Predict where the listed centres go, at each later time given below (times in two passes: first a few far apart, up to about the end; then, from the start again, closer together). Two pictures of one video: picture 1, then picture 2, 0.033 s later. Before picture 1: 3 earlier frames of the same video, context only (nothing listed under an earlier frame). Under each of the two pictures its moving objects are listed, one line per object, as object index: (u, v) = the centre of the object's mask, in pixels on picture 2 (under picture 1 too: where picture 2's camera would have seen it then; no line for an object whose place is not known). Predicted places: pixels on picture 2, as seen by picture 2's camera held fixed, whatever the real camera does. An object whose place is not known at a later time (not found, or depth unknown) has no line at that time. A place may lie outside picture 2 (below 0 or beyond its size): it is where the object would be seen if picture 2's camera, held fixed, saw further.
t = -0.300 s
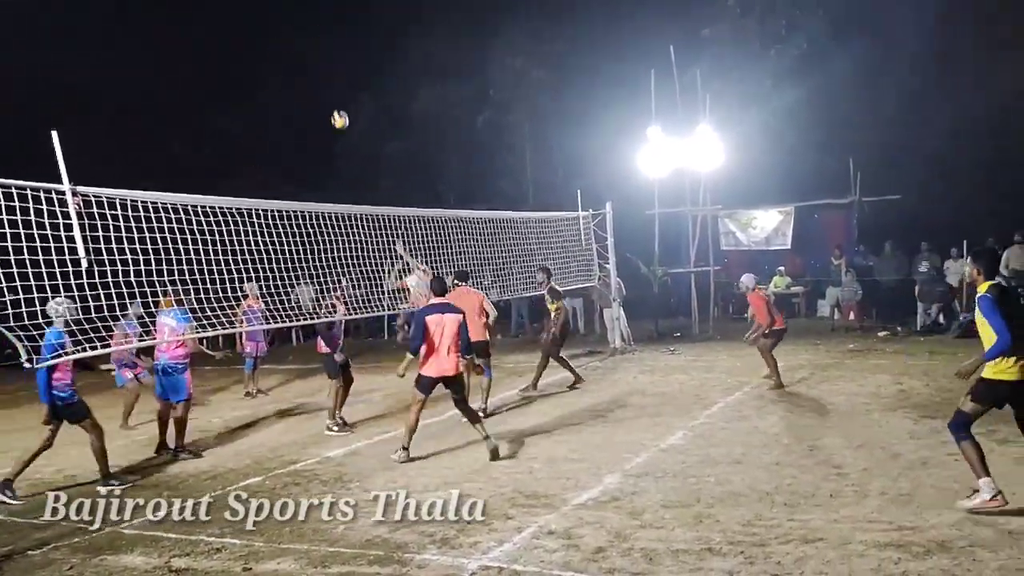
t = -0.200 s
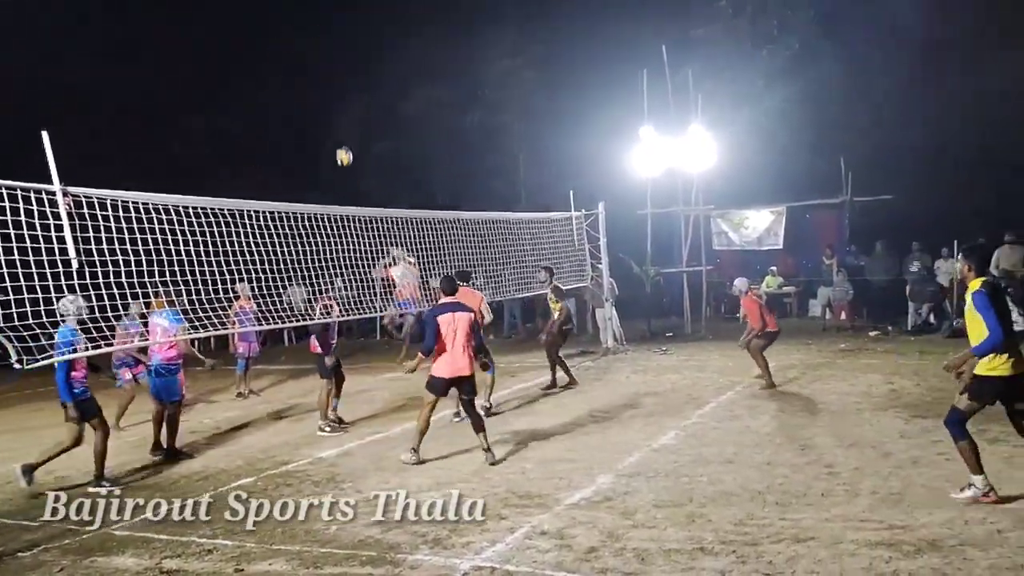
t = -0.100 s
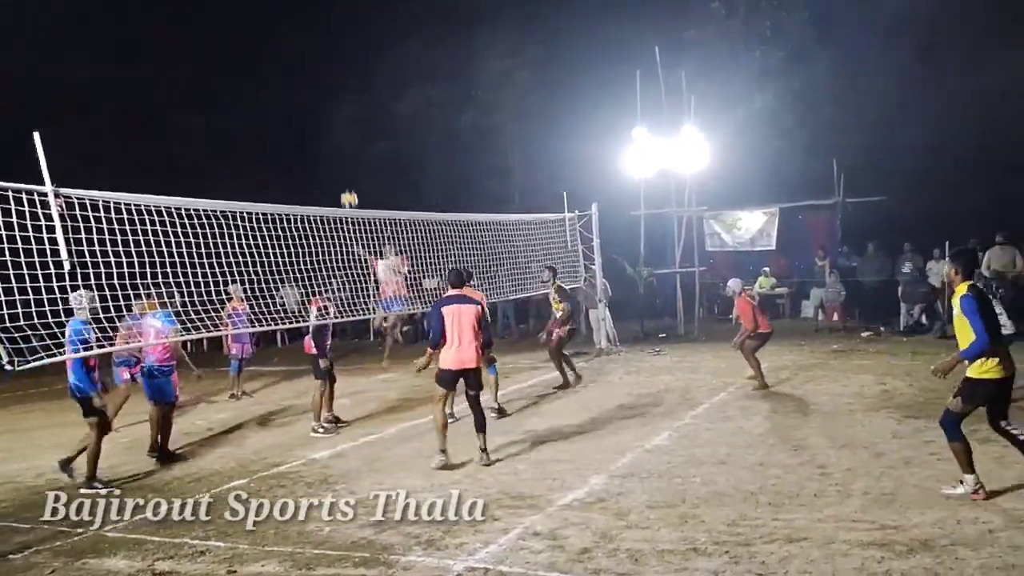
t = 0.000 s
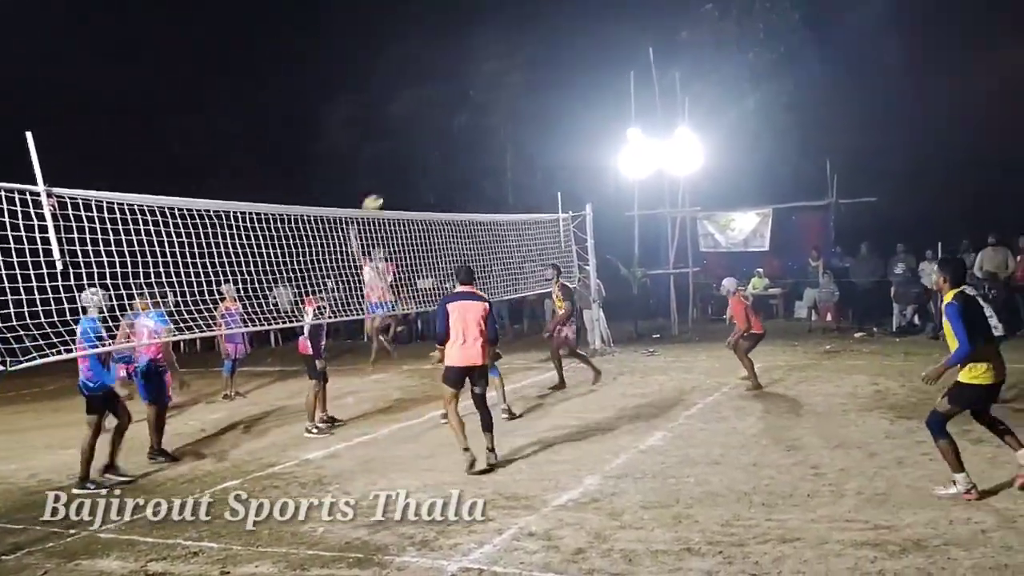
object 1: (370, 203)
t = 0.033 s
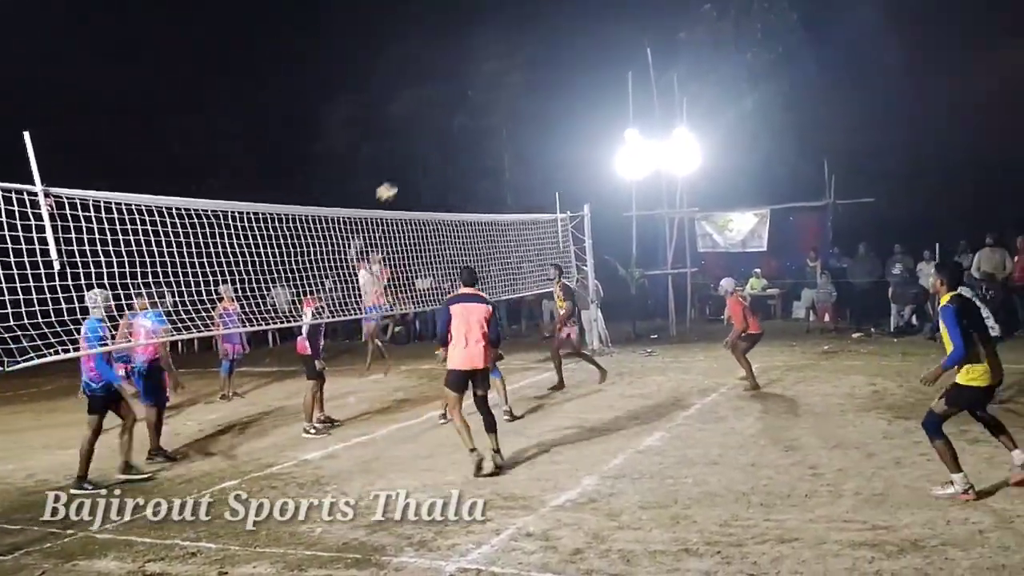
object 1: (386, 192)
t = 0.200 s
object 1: (474, 143)
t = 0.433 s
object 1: (621, 110)
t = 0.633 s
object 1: (774, 123)
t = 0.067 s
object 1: (403, 181)
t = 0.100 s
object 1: (419, 171)
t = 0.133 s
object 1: (437, 160)
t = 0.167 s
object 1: (454, 152)
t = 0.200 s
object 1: (474, 143)
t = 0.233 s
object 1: (493, 136)
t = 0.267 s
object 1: (513, 128)
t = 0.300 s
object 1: (533, 123)
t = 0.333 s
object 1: (555, 118)
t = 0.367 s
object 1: (577, 115)
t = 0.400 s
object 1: (598, 111)
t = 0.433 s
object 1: (621, 110)
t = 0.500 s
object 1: (667, 109)
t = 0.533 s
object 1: (694, 112)
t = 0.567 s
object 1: (718, 112)
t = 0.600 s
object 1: (748, 117)
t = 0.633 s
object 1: (774, 123)
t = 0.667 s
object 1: (801, 128)
